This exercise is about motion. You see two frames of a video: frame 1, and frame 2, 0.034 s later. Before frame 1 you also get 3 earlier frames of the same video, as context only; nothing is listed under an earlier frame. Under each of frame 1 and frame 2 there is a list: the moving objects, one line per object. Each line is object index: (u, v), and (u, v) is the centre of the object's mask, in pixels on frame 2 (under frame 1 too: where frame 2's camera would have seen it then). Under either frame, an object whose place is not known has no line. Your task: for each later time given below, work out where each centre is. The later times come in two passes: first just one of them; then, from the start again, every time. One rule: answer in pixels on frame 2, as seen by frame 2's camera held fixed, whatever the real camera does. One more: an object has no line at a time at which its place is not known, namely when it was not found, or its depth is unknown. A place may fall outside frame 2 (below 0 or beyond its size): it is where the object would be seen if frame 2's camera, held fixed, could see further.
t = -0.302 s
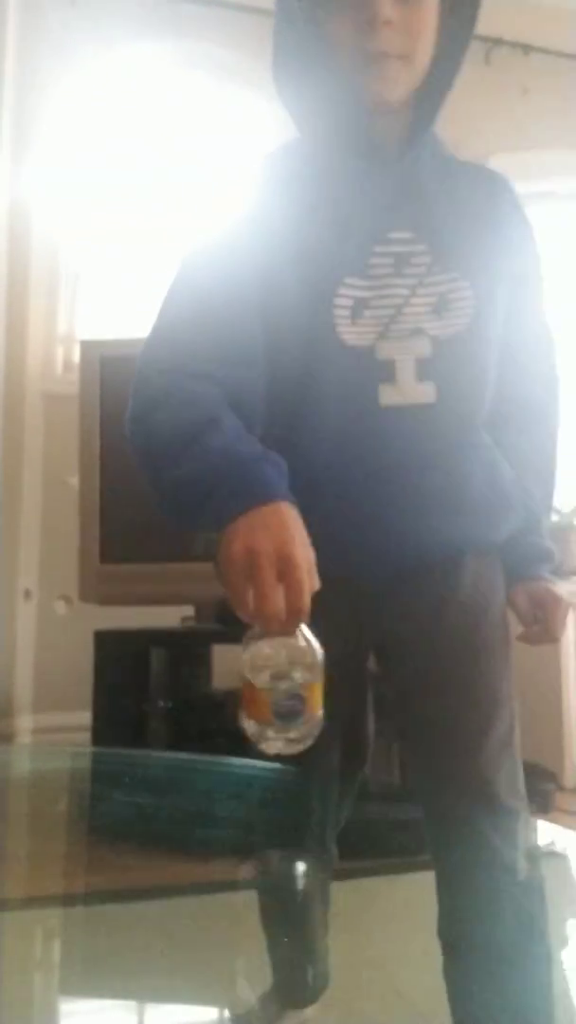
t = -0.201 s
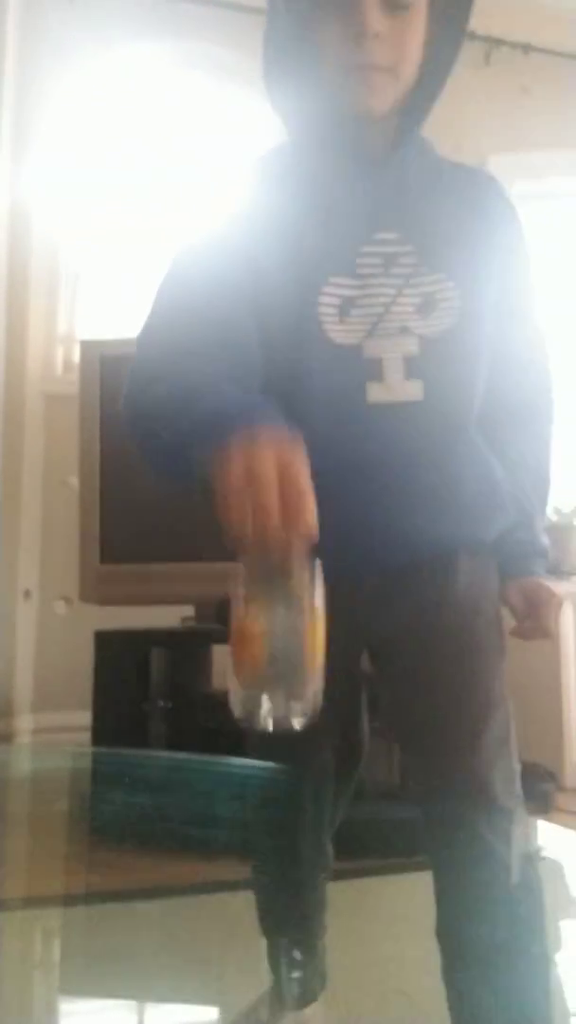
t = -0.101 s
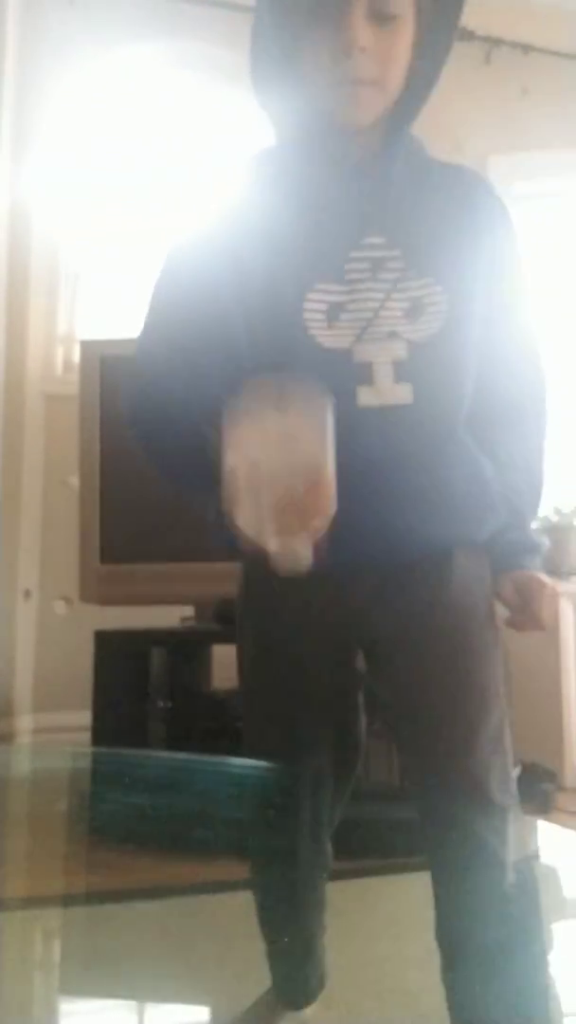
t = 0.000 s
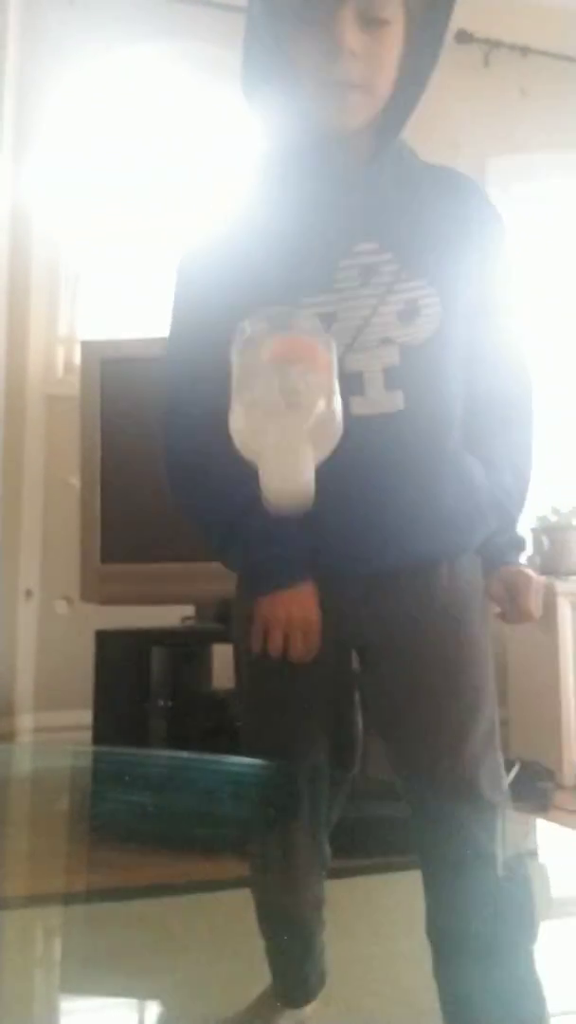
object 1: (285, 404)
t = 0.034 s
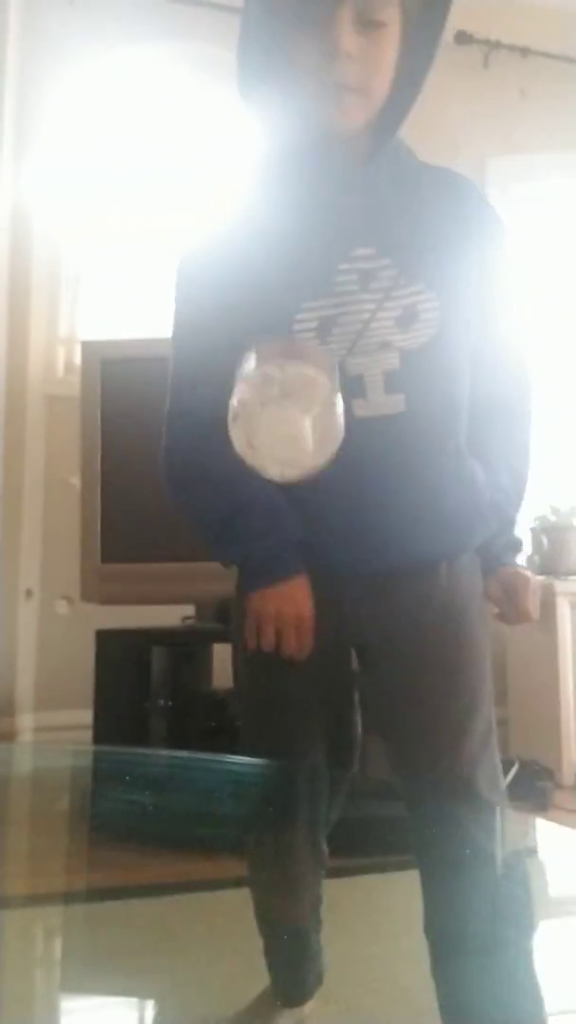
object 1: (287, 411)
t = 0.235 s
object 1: (303, 796)
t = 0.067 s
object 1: (289, 450)
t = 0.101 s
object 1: (290, 499)
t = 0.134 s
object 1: (293, 587)
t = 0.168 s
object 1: (296, 692)
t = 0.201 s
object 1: (298, 795)
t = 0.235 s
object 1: (303, 796)
